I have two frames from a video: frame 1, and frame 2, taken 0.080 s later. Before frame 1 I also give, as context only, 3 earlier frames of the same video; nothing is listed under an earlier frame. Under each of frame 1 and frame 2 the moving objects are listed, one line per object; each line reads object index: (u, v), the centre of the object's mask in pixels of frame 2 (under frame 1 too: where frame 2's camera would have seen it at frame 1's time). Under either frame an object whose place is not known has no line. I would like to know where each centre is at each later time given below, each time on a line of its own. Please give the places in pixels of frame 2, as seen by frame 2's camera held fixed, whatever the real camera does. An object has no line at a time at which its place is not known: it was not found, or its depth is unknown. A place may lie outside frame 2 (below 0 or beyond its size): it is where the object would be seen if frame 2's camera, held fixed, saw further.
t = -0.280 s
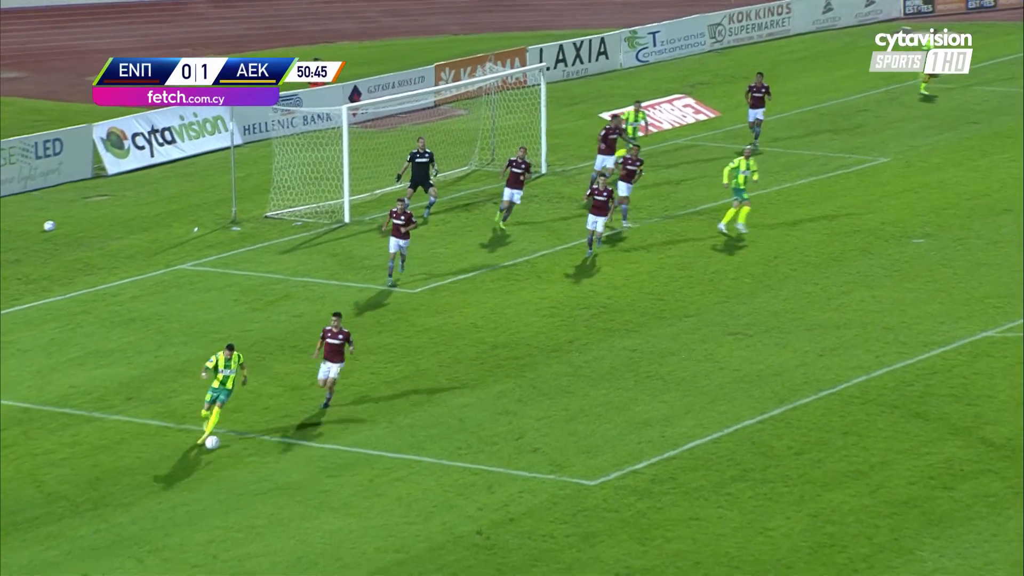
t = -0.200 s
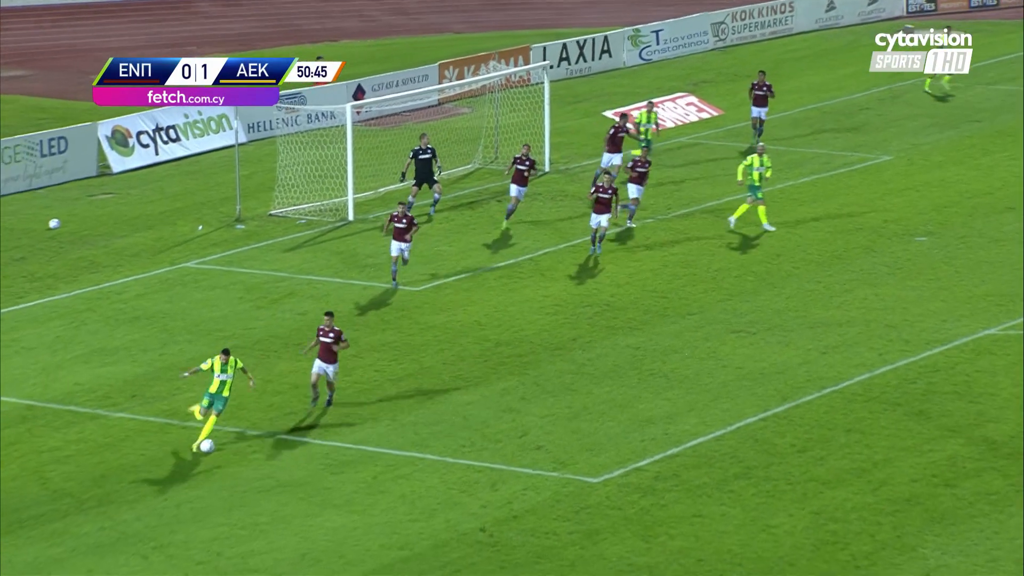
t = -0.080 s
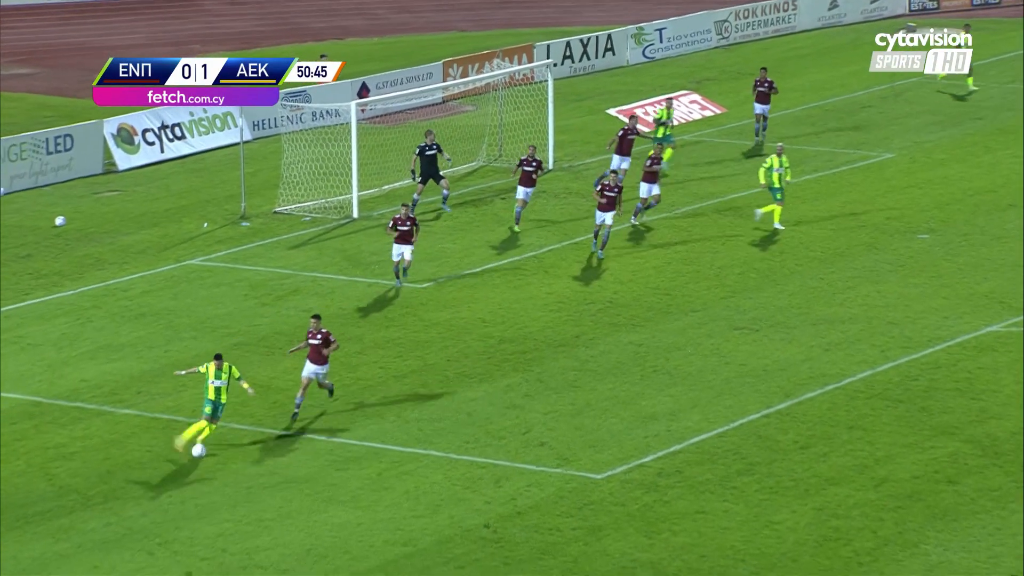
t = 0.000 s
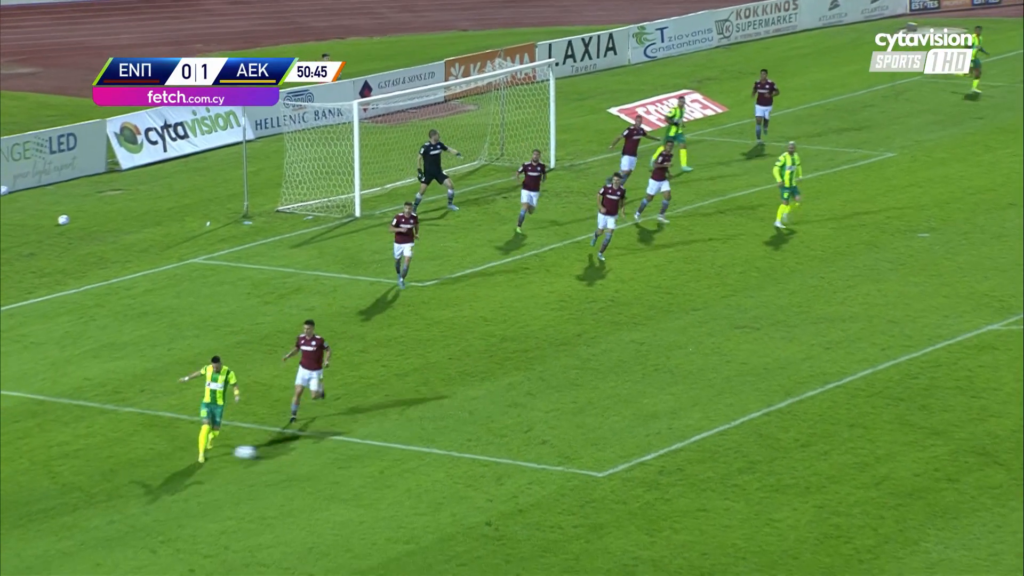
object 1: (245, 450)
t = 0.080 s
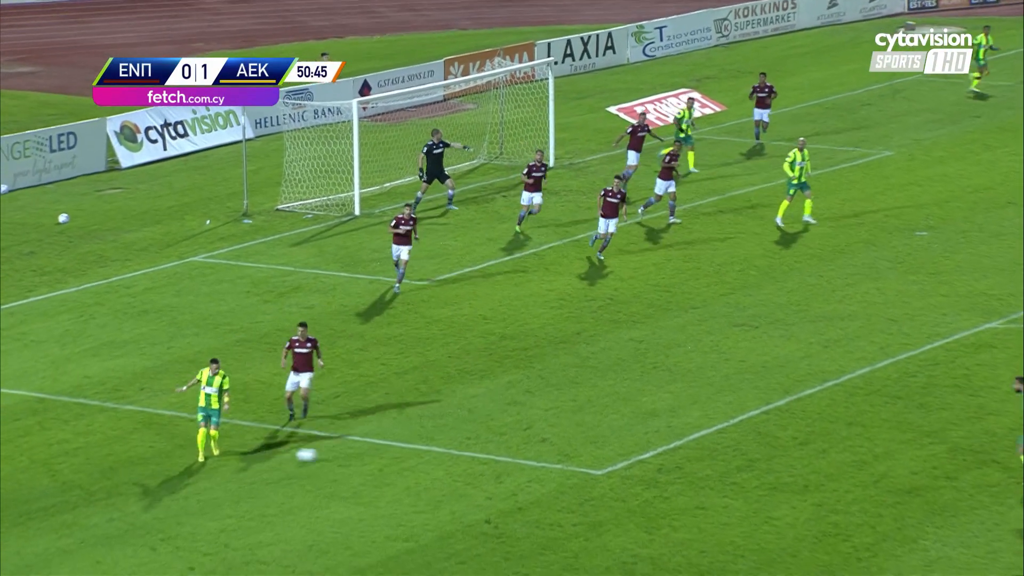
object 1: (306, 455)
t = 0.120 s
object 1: (337, 458)
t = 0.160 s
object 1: (365, 460)
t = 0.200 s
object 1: (393, 461)
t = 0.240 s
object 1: (419, 464)
